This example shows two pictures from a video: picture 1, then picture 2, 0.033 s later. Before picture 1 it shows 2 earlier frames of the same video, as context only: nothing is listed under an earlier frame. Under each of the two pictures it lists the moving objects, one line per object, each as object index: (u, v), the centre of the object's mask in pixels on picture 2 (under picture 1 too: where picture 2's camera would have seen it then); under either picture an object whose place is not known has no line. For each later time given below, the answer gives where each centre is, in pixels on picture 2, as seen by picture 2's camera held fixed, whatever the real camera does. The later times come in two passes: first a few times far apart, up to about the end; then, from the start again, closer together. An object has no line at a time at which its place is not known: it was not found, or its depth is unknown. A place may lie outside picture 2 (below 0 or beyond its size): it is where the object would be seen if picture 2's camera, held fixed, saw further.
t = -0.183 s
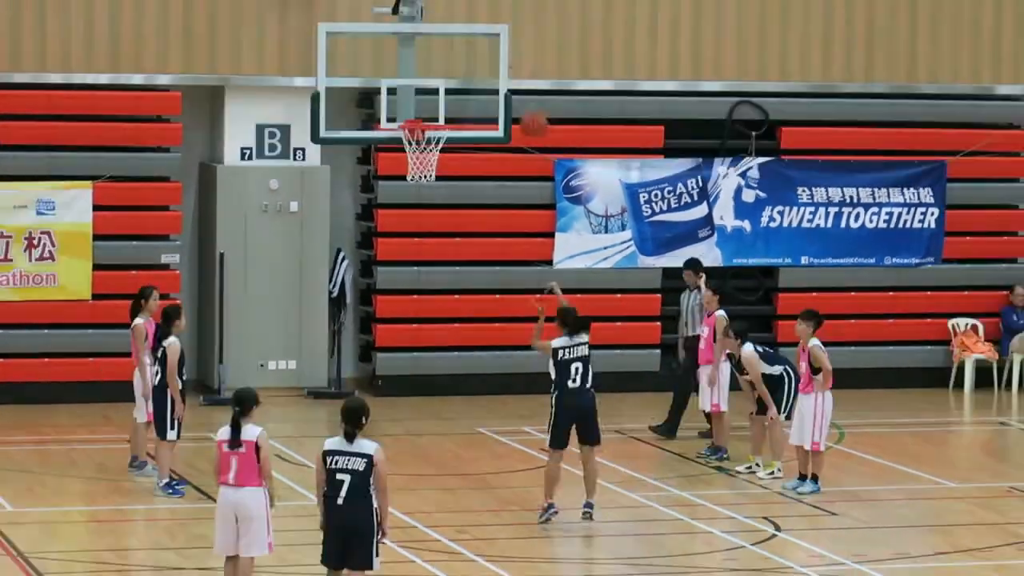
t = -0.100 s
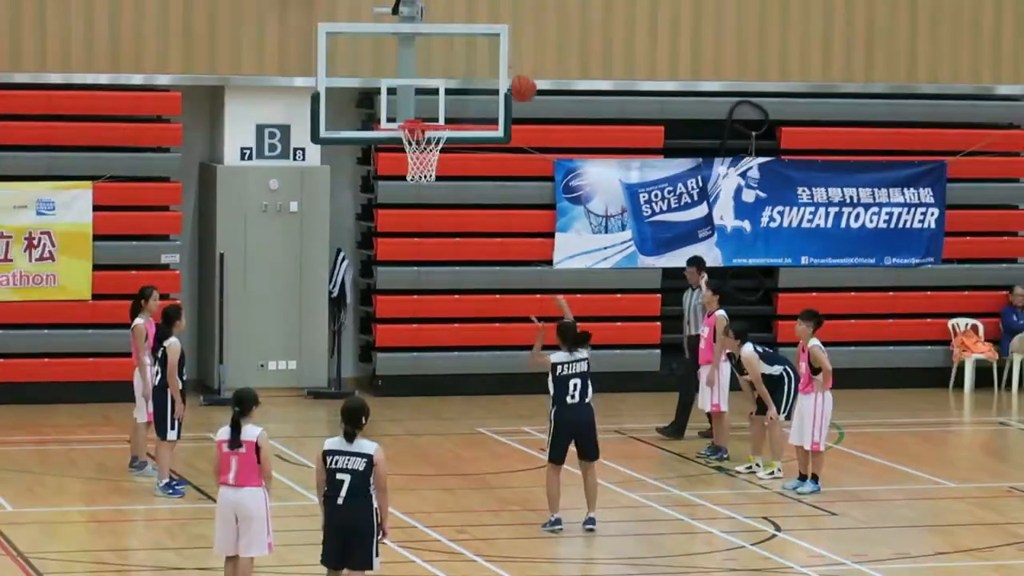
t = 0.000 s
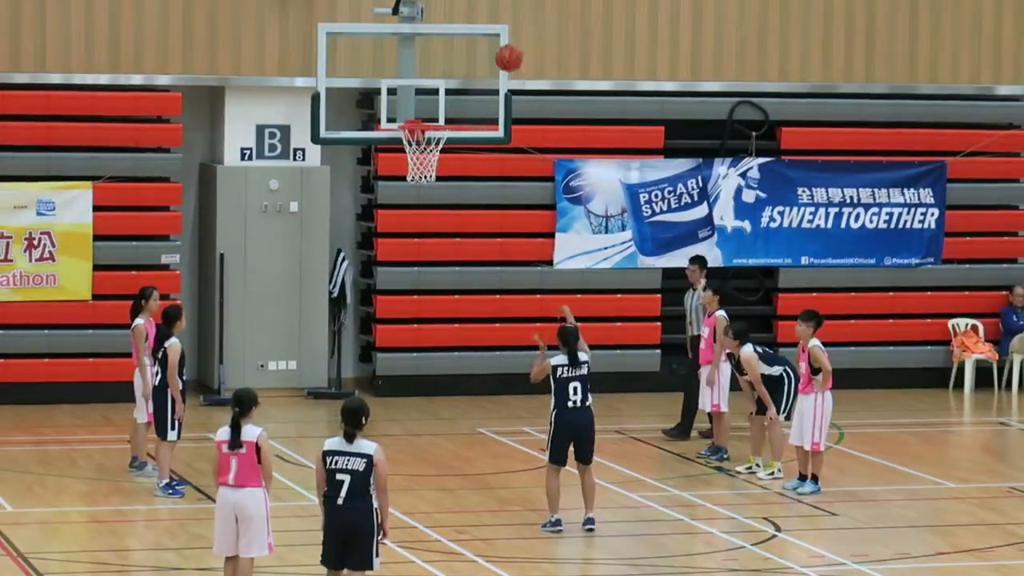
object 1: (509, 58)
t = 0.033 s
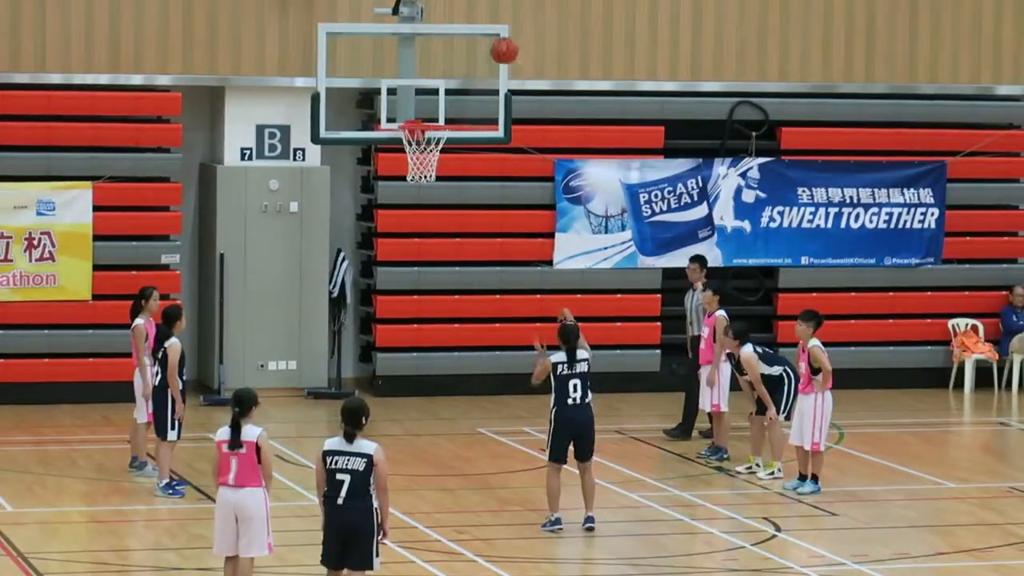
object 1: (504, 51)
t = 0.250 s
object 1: (473, 33)
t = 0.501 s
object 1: (440, 76)
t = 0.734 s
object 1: (418, 153)
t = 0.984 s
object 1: (409, 212)
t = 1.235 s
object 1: (401, 337)
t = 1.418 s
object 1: (399, 417)
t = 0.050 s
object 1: (502, 48)
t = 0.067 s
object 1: (499, 45)
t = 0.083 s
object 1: (497, 41)
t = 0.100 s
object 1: (495, 39)
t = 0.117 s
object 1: (492, 37)
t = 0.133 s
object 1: (490, 35)
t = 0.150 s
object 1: (487, 34)
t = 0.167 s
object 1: (485, 33)
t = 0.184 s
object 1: (483, 32)
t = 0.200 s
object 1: (480, 32)
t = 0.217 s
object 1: (478, 32)
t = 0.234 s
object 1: (476, 32)
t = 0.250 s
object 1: (473, 33)
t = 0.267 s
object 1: (471, 33)
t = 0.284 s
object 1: (469, 35)
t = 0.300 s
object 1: (467, 36)
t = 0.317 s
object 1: (464, 38)
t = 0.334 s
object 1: (462, 40)
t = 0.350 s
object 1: (460, 43)
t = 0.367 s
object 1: (457, 46)
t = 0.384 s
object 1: (455, 48)
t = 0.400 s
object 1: (453, 51)
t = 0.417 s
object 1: (451, 55)
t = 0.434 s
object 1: (448, 59)
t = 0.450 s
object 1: (446, 63)
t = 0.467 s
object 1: (444, 67)
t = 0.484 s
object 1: (442, 71)
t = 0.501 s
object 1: (440, 76)
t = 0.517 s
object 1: (438, 82)
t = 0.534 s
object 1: (436, 87)
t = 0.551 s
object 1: (433, 93)
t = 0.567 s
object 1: (431, 98)
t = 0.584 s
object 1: (429, 105)
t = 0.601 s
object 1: (426, 111)
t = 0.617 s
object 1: (425, 117)
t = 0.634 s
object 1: (424, 122)
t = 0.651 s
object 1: (420, 133)
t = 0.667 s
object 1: (419, 139)
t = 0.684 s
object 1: (418, 143)
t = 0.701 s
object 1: (419, 141)
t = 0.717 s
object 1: (419, 153)
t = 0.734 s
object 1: (418, 153)
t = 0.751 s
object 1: (415, 155)
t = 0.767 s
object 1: (414, 156)
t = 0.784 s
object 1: (414, 159)
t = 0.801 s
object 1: (413, 161)
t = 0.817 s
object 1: (413, 164)
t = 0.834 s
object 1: (413, 168)
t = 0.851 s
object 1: (412, 171)
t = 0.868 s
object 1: (412, 176)
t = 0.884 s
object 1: (411, 180)
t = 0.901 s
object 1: (411, 185)
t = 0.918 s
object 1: (411, 189)
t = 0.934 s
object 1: (411, 195)
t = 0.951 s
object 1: (410, 200)
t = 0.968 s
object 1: (410, 206)
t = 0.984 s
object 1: (409, 212)
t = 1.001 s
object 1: (409, 218)
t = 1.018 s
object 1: (407, 225)
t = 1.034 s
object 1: (407, 232)
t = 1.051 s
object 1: (407, 239)
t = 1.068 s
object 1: (406, 246)
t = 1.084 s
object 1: (407, 253)
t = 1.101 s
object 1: (407, 261)
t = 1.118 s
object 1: (406, 271)
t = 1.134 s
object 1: (406, 280)
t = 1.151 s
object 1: (404, 287)
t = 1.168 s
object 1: (404, 297)
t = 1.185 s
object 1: (405, 307)
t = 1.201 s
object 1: (403, 317)
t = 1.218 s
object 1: (403, 326)
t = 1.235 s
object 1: (401, 337)
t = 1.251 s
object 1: (402, 348)
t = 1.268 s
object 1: (402, 358)
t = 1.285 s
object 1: (401, 370)
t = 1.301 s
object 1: (400, 380)
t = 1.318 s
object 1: (400, 391)
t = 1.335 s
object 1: (399, 402)
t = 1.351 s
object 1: (398, 416)
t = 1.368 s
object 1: (398, 428)
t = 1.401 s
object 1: (398, 425)
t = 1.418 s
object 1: (399, 417)
